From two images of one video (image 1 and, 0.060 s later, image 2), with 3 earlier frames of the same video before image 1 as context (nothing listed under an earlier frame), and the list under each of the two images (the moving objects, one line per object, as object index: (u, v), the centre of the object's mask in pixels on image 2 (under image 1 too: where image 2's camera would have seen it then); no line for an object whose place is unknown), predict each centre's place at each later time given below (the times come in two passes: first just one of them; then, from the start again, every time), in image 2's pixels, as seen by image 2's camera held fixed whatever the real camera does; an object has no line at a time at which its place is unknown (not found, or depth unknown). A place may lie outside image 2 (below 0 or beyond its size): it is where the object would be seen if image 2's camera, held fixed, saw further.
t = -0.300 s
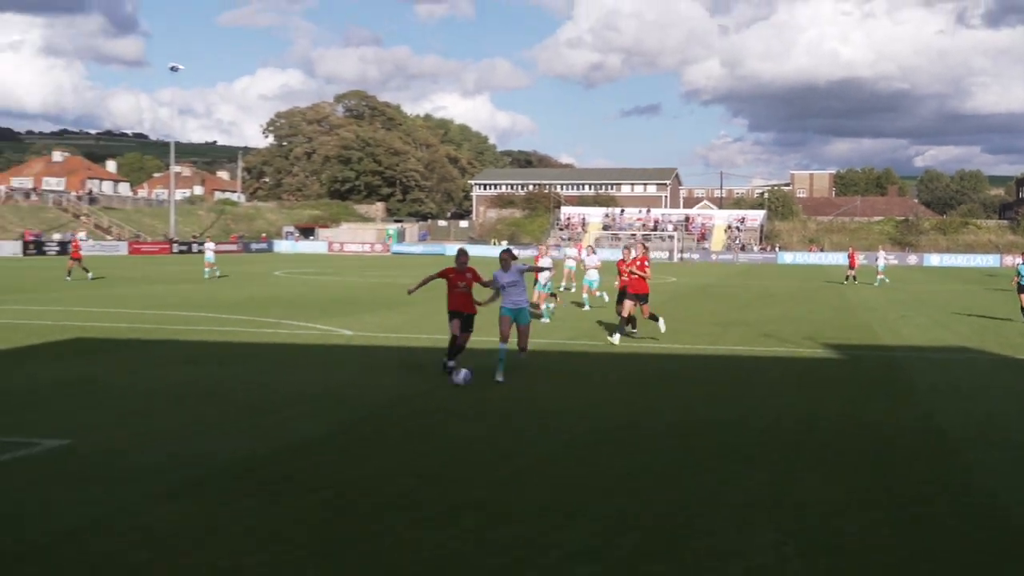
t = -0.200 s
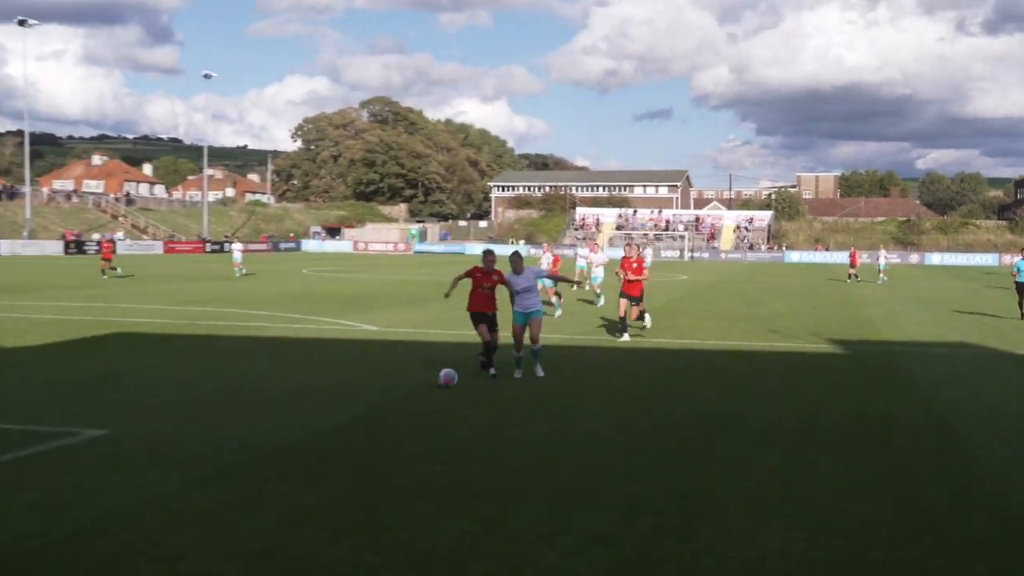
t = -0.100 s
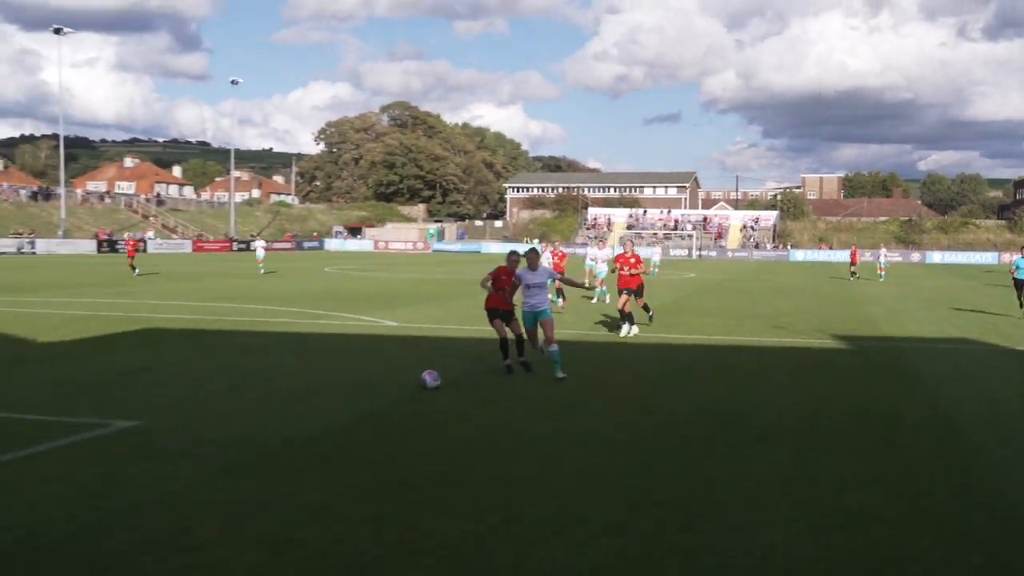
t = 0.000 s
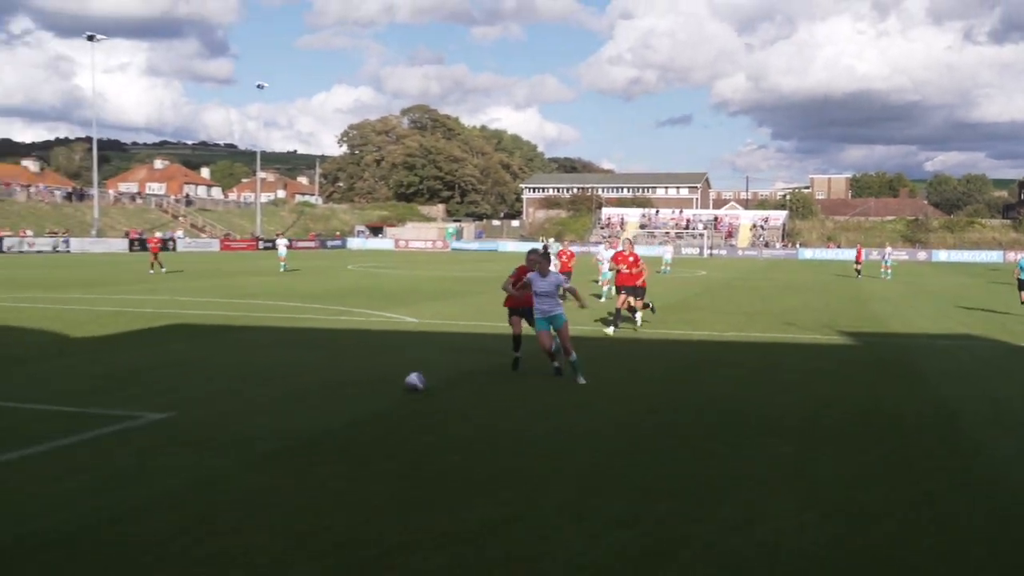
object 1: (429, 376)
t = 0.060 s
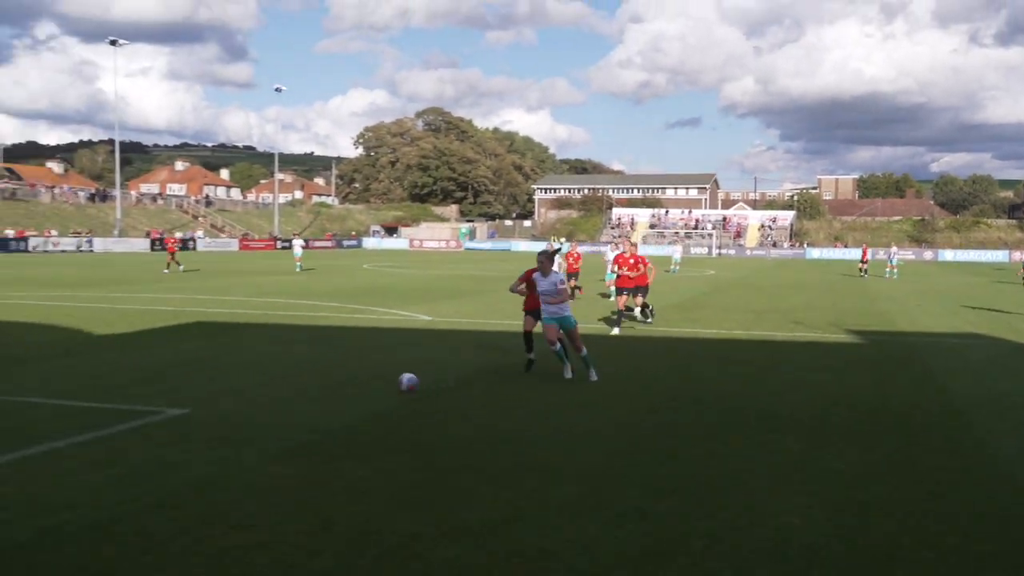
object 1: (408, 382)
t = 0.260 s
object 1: (334, 401)
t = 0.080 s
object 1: (401, 384)
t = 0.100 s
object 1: (393, 386)
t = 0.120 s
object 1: (387, 388)
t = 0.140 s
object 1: (379, 390)
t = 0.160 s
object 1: (372, 392)
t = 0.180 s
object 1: (365, 395)
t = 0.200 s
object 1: (358, 396)
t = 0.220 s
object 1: (350, 398)
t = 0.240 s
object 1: (344, 399)
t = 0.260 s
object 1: (334, 401)
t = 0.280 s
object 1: (326, 402)
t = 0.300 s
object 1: (316, 404)
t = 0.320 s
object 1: (306, 406)
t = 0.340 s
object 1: (297, 408)
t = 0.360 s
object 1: (288, 409)
